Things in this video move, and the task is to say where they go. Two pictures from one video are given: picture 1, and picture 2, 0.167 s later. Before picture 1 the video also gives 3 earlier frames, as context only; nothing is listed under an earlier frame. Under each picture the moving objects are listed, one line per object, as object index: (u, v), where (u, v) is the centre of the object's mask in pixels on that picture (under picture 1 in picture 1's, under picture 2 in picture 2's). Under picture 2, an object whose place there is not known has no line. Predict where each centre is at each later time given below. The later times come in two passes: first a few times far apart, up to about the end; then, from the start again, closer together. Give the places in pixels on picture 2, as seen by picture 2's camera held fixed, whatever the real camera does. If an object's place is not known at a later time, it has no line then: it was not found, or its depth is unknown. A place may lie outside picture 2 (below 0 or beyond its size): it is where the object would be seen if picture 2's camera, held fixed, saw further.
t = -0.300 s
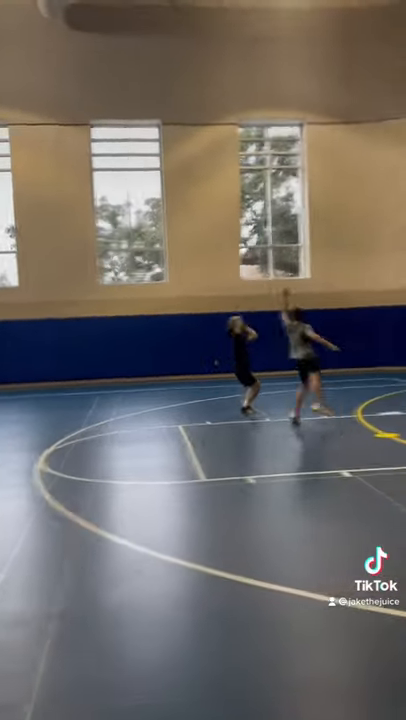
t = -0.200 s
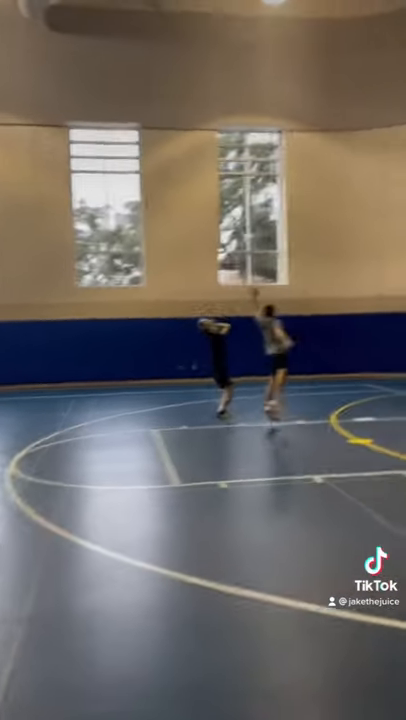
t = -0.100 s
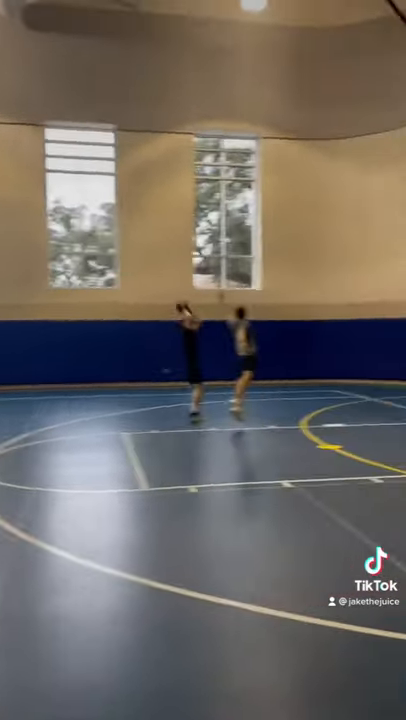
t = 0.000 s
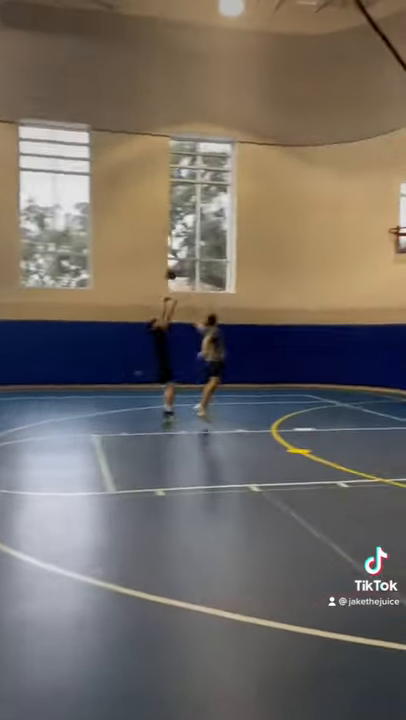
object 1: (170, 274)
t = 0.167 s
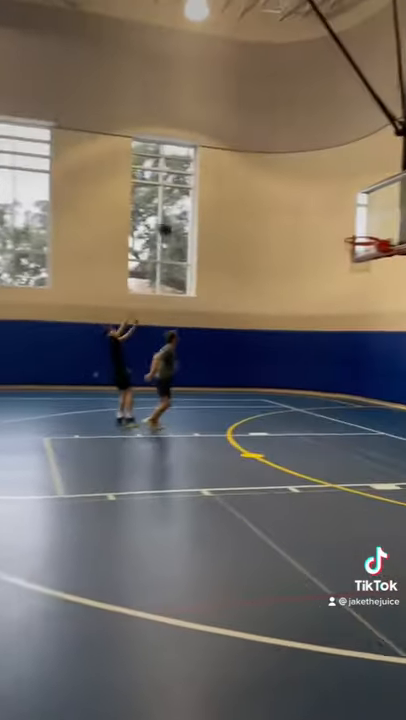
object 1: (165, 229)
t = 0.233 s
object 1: (178, 214)
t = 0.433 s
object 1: (220, 182)
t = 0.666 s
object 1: (273, 175)
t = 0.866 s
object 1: (321, 197)
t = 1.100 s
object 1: (340, 245)
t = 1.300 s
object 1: (345, 278)
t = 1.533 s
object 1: (350, 347)
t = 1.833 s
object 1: (359, 421)
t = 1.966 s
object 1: (369, 376)
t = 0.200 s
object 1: (171, 221)
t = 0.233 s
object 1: (178, 214)
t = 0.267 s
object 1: (185, 207)
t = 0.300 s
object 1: (192, 200)
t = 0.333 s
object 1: (198, 195)
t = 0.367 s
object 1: (205, 190)
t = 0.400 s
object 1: (213, 186)
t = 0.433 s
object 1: (220, 182)
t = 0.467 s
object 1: (227, 179)
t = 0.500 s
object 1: (234, 177)
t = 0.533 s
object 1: (242, 175)
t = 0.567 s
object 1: (250, 174)
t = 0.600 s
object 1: (257, 174)
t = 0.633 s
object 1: (265, 174)
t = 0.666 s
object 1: (273, 175)
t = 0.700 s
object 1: (280, 177)
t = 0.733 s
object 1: (289, 180)
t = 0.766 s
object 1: (297, 183)
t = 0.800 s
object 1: (304, 187)
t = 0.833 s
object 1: (312, 192)
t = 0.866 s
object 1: (321, 197)
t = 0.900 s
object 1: (329, 204)
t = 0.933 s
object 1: (337, 212)
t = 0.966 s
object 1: (345, 220)
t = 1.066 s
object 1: (349, 242)
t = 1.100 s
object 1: (340, 245)
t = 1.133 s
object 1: (339, 250)
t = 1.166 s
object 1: (341, 256)
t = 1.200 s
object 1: (341, 260)
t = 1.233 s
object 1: (343, 265)
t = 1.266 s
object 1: (344, 271)
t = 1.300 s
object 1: (345, 278)
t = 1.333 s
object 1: (346, 285)
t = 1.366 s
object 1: (347, 293)
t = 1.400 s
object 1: (347, 302)
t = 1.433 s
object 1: (348, 312)
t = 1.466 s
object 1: (349, 323)
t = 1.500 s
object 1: (352, 333)
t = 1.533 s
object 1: (350, 347)
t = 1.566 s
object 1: (350, 359)
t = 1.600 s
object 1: (351, 371)
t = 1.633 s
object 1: (351, 386)
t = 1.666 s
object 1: (351, 400)
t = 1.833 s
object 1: (359, 421)
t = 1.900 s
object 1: (365, 398)
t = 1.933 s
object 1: (367, 388)
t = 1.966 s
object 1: (369, 376)
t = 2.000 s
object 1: (373, 370)
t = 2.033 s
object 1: (376, 361)
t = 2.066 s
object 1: (379, 354)
